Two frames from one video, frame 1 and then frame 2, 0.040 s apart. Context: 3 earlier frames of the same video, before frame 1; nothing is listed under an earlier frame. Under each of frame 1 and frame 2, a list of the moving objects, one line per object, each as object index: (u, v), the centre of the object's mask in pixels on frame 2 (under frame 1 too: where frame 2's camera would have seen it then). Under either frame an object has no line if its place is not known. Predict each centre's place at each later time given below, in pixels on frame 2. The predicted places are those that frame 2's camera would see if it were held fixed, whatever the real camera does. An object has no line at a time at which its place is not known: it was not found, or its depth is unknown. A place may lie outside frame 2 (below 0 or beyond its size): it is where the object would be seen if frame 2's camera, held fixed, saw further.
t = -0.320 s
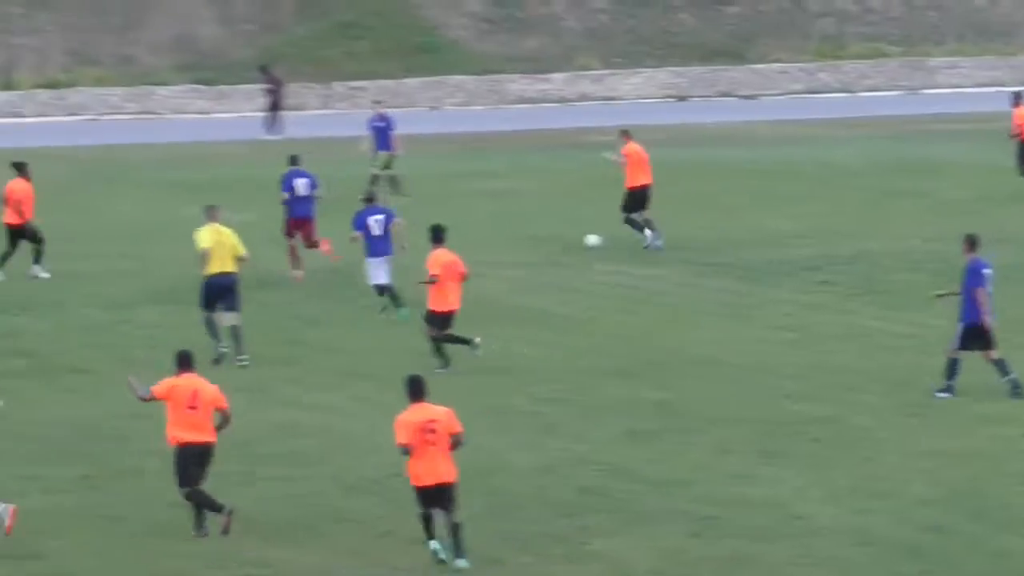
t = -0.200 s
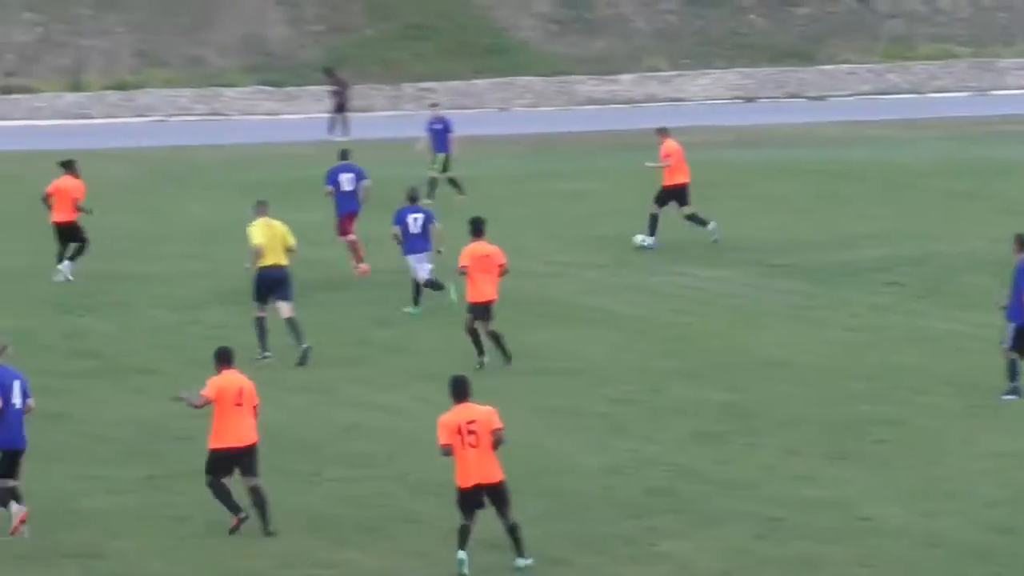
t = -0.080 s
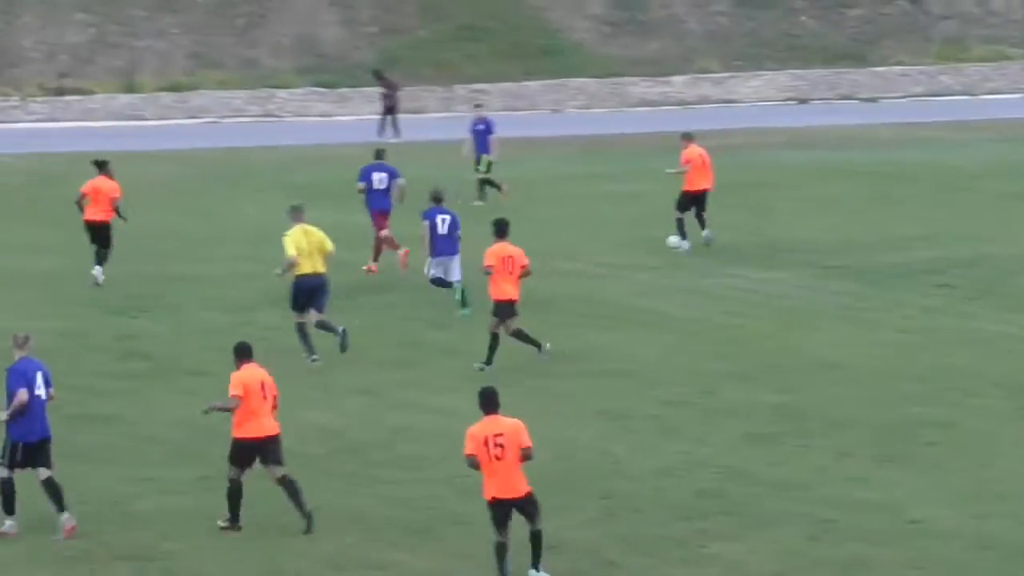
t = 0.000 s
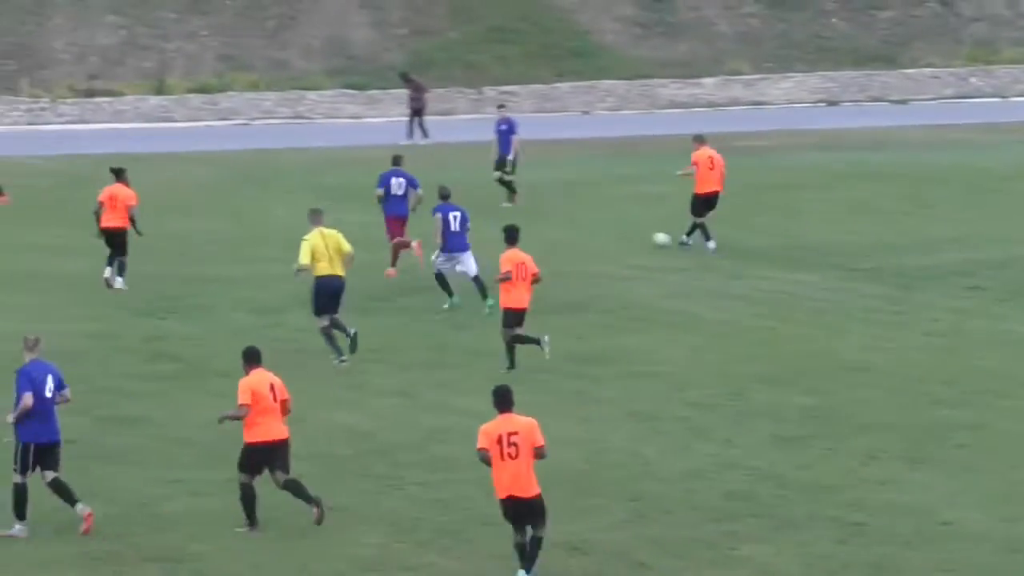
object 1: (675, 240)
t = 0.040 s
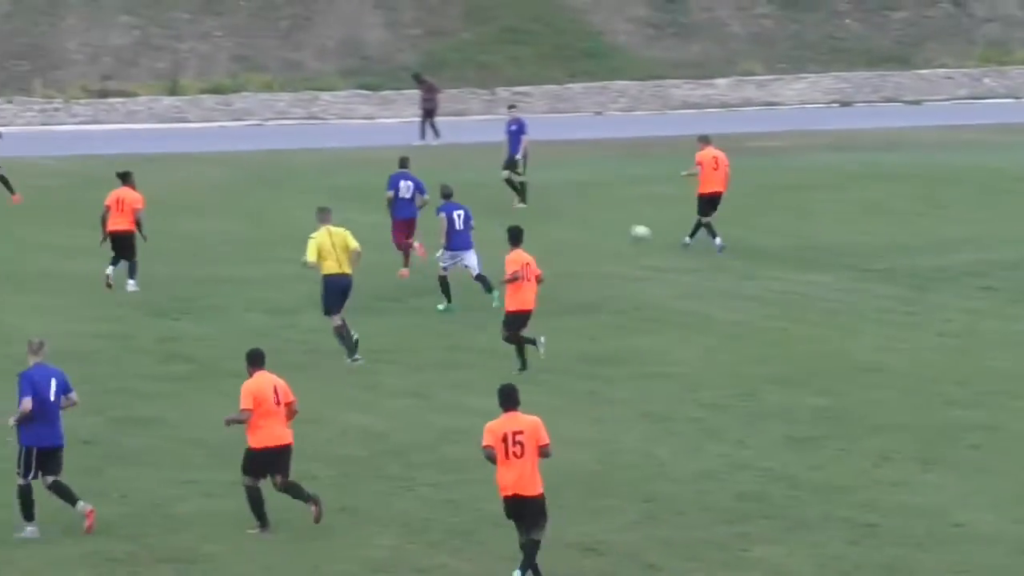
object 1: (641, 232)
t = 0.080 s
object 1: (607, 224)
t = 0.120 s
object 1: (574, 218)
